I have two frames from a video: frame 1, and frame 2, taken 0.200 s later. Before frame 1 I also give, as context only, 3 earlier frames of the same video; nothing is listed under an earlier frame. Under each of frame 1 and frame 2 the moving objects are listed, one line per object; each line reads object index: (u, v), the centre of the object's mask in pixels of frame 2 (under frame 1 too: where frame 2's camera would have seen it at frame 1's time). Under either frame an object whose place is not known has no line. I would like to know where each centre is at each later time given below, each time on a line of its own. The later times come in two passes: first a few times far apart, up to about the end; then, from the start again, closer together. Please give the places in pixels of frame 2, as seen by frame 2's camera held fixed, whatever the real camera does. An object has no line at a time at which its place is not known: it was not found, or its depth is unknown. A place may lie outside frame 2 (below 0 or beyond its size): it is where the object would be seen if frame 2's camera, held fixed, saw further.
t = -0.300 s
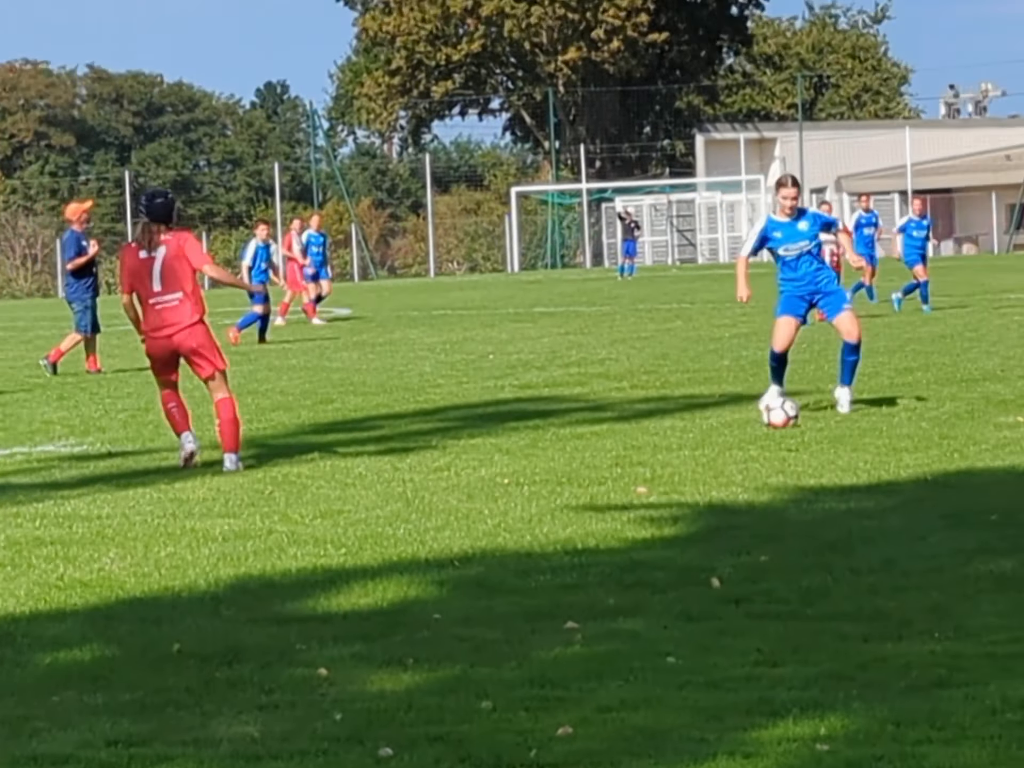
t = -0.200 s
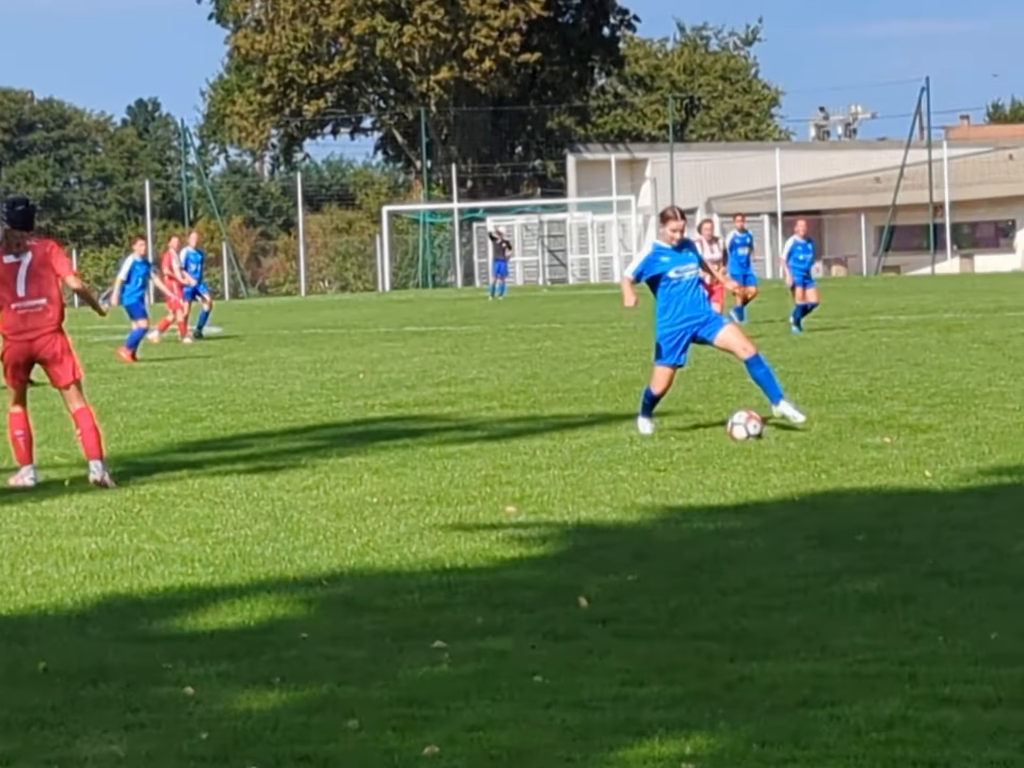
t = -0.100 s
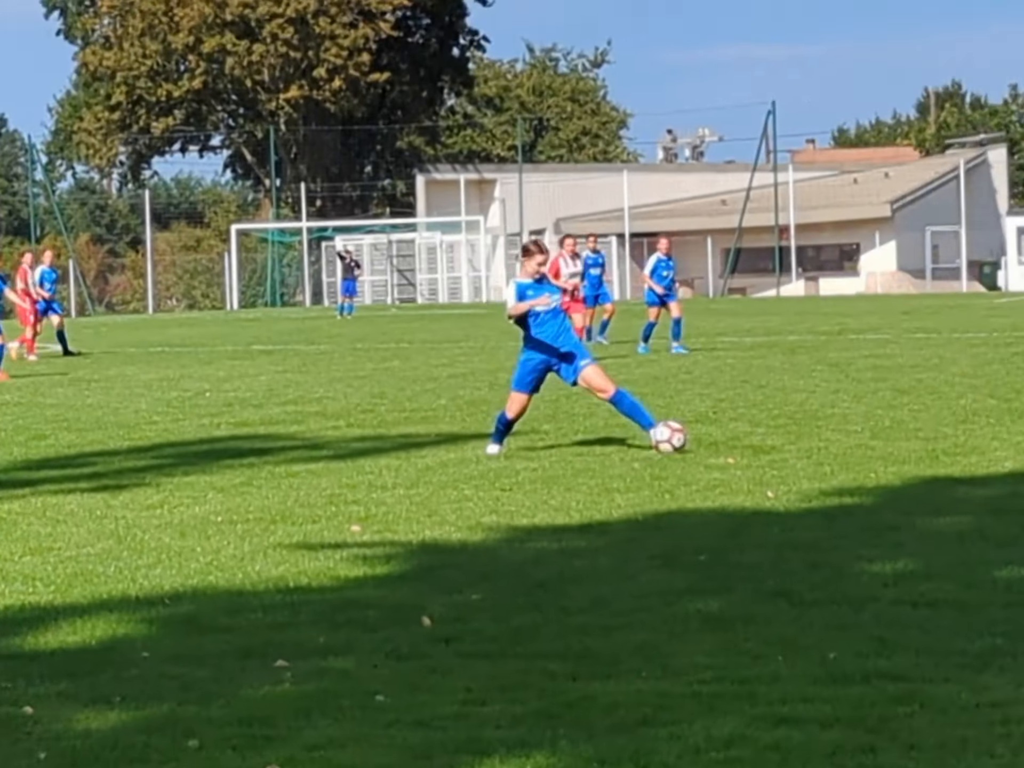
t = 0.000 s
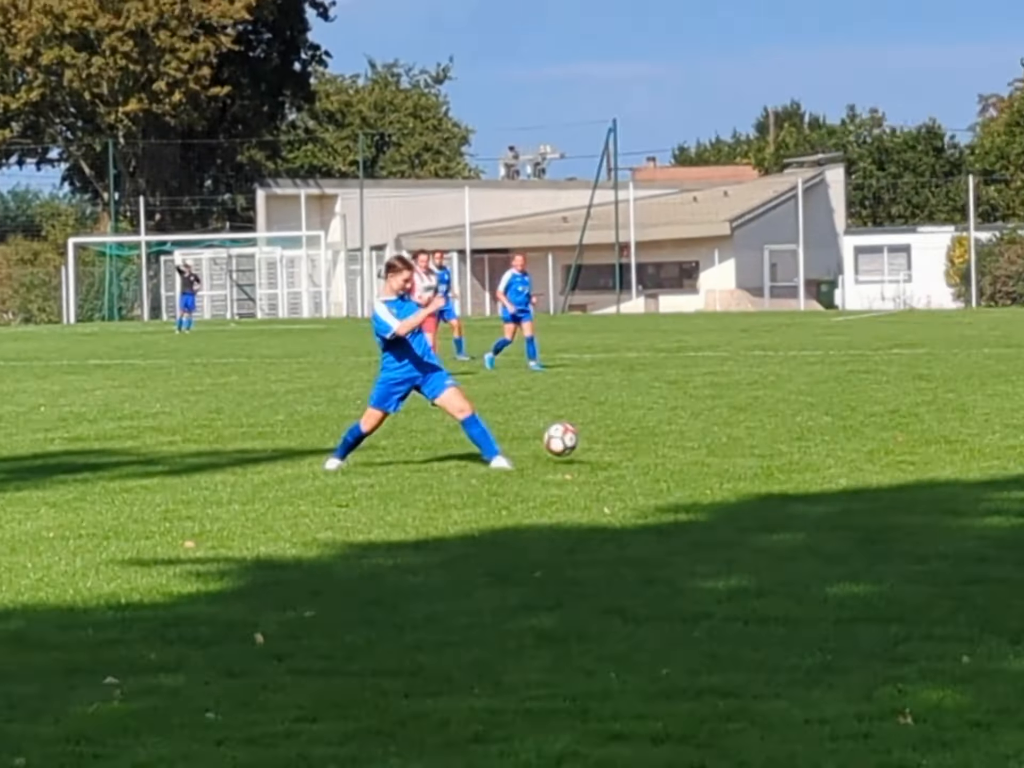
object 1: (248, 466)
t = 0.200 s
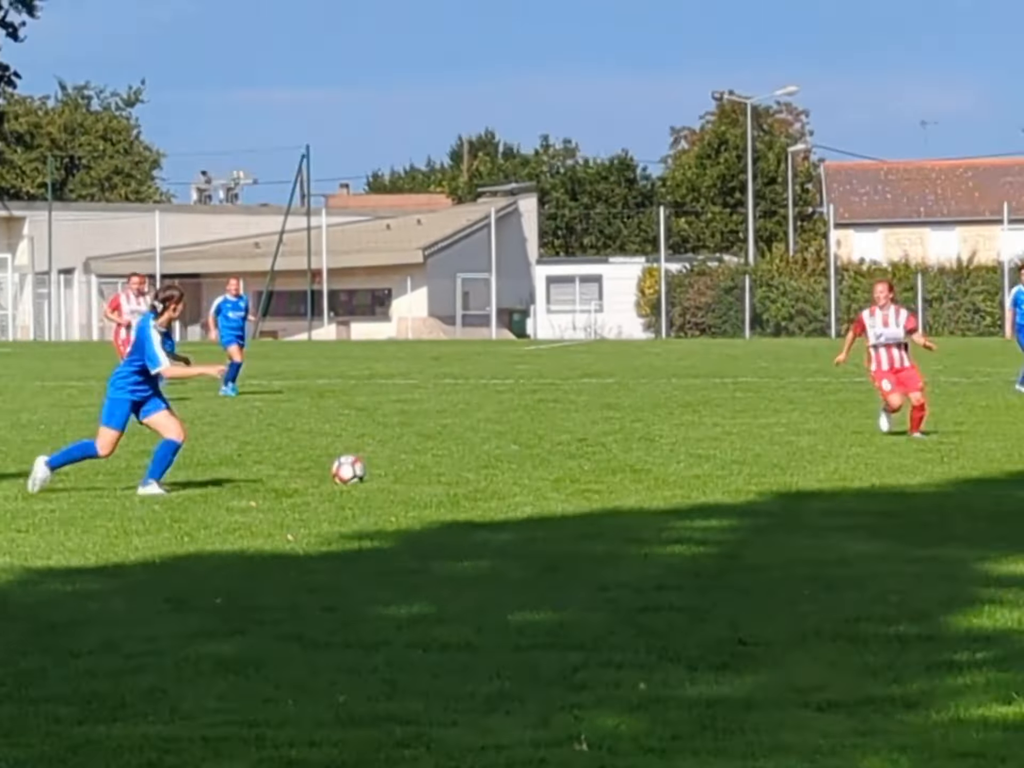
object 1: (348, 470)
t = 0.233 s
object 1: (365, 465)
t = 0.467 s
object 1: (479, 461)
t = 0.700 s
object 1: (574, 452)
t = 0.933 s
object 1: (657, 447)
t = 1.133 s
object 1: (719, 443)
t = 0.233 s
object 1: (365, 465)
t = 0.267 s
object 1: (382, 459)
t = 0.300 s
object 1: (399, 456)
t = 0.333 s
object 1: (416, 454)
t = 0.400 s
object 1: (447, 456)
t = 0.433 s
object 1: (464, 459)
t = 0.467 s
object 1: (479, 461)
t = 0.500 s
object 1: (493, 459)
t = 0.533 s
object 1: (507, 456)
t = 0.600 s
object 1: (535, 454)
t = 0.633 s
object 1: (548, 454)
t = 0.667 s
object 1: (561, 454)
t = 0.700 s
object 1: (574, 452)
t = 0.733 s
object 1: (587, 451)
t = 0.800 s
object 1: (611, 448)
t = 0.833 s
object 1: (623, 448)
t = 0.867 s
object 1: (635, 449)
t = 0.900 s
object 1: (646, 448)
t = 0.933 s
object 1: (657, 447)
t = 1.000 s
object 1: (679, 445)
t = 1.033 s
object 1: (689, 445)
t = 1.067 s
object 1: (699, 444)
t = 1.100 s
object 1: (709, 443)
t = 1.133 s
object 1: (719, 443)
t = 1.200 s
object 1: (738, 442)
